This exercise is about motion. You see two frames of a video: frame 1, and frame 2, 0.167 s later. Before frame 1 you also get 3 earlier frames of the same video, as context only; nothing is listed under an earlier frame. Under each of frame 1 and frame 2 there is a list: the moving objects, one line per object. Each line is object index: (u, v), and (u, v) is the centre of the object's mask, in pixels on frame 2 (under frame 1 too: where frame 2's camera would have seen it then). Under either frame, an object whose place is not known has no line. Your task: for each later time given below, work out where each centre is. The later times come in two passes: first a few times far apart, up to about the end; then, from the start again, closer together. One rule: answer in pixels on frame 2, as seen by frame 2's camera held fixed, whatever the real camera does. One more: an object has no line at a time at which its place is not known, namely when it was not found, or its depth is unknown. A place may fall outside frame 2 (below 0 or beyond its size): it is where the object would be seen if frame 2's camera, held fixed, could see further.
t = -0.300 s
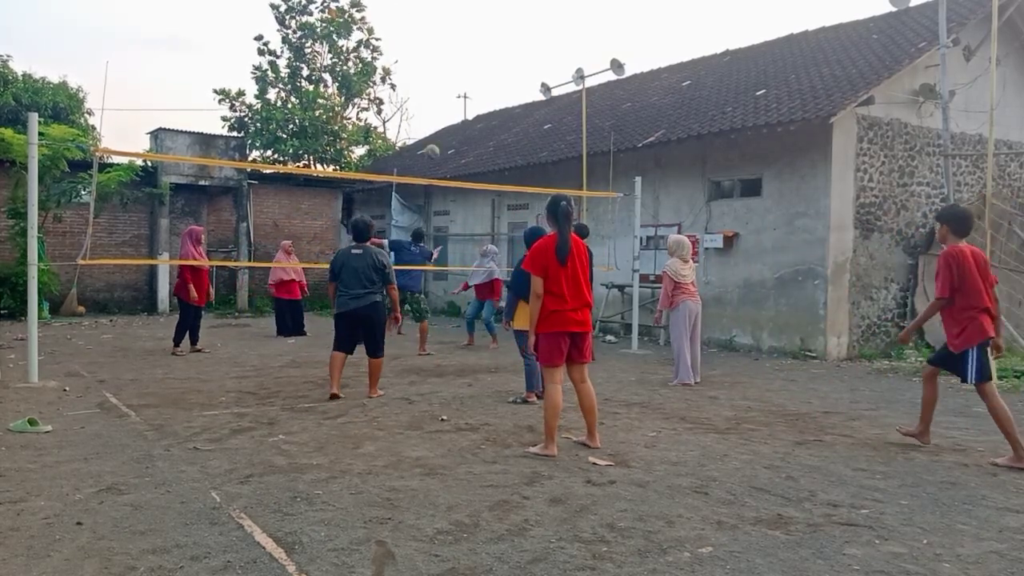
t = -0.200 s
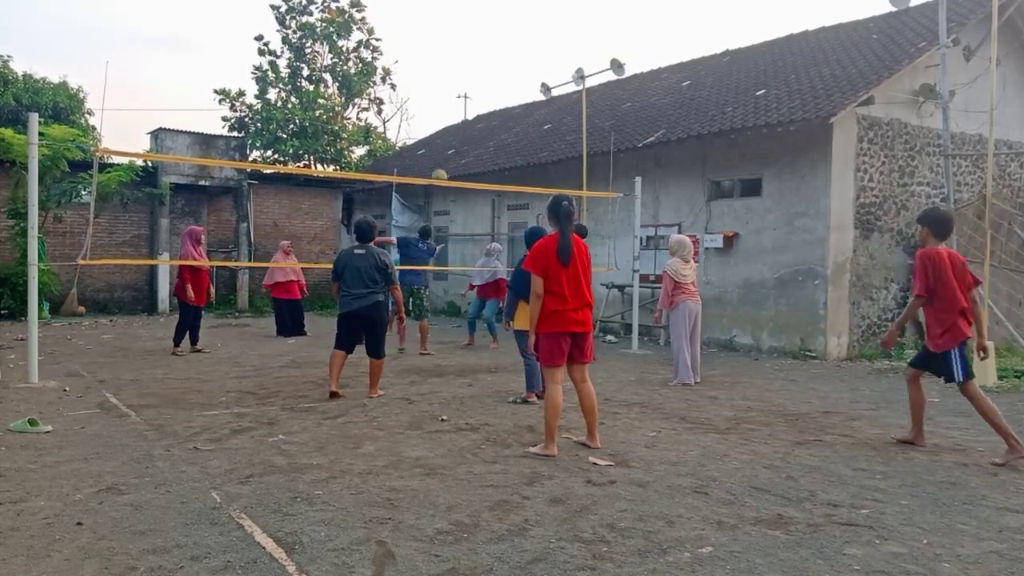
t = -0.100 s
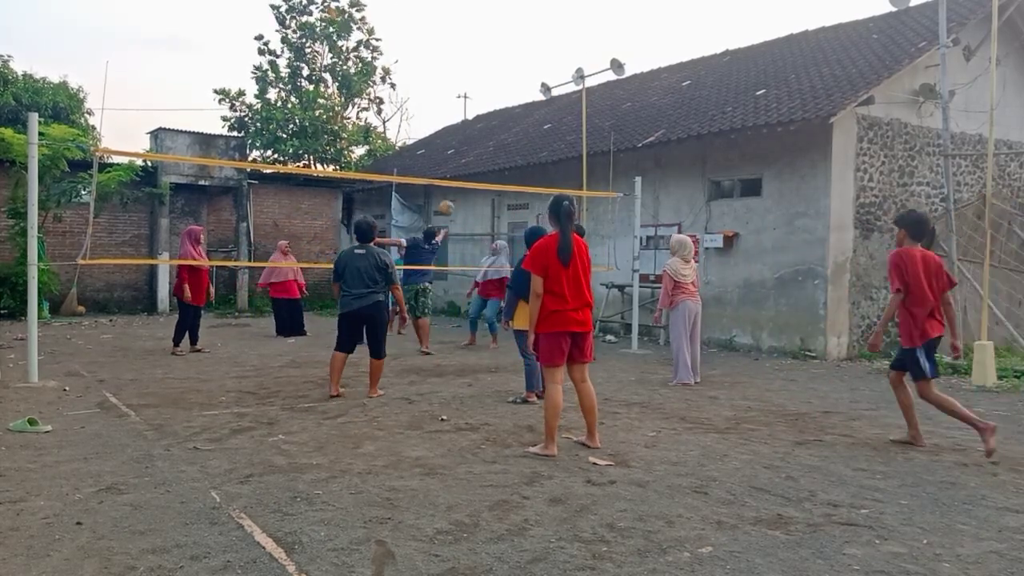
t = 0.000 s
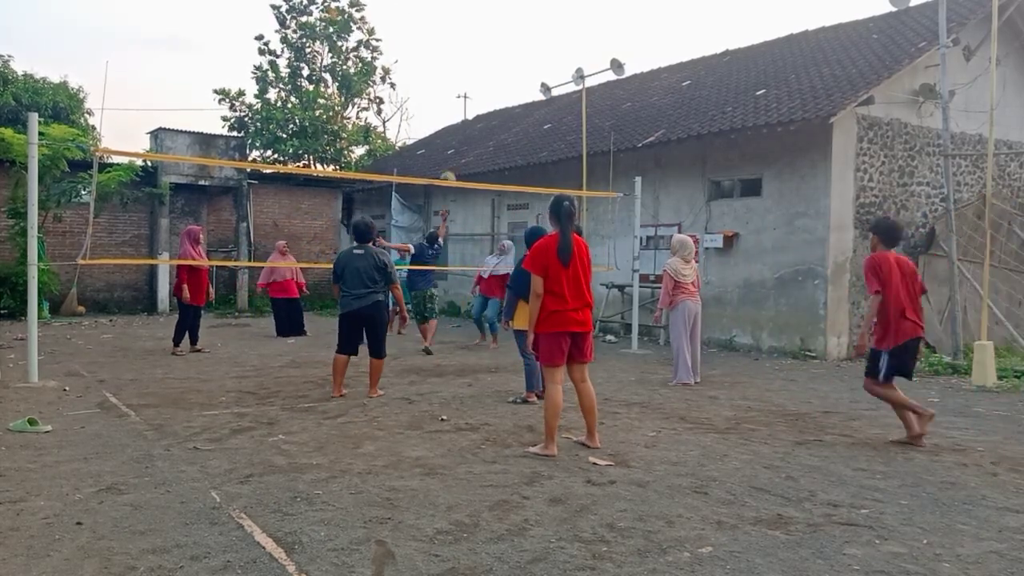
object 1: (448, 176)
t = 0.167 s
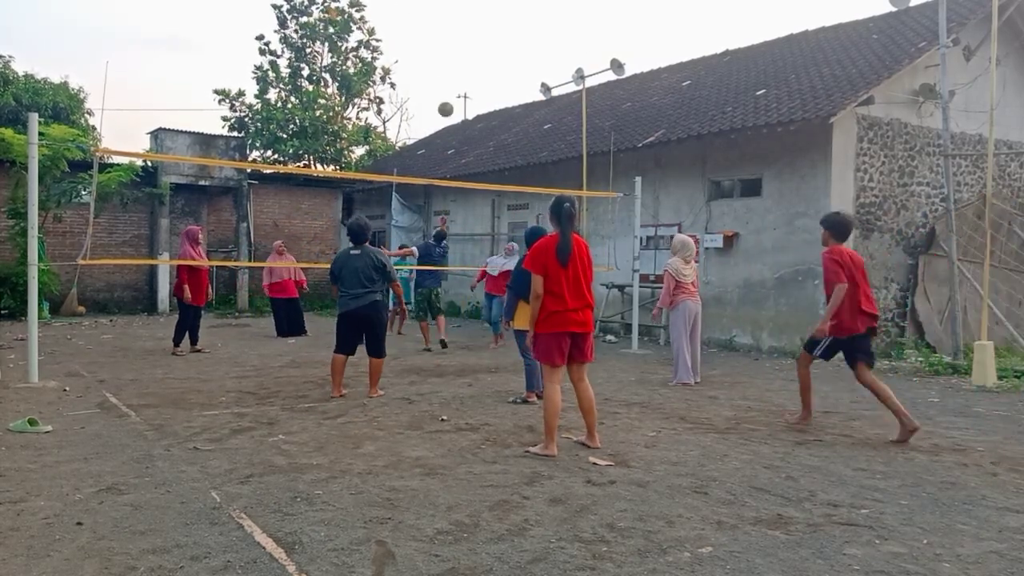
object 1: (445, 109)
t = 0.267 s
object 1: (444, 74)
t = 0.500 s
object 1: (439, 20)
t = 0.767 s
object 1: (433, 10)
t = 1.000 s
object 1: (426, 59)
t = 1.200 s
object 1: (420, 149)
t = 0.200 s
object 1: (445, 97)
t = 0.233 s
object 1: (444, 85)
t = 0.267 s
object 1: (444, 74)
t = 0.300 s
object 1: (443, 64)
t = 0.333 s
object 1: (442, 55)
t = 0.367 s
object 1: (442, 46)
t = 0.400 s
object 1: (441, 38)
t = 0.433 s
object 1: (441, 31)
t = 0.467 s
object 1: (440, 25)
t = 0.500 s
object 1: (439, 20)
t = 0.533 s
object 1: (439, 15)
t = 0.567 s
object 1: (438, 11)
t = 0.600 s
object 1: (437, 9)
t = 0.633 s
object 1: (436, 8)
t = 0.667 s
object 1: (436, 7)
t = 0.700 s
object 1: (435, 8)
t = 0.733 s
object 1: (434, 8)
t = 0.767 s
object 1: (433, 10)
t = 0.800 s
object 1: (432, 14)
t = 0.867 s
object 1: (430, 24)
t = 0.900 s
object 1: (429, 31)
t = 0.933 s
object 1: (428, 39)
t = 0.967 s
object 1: (427, 48)
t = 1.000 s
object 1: (426, 59)
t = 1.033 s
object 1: (425, 70)
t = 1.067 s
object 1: (424, 84)
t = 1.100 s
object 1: (423, 98)
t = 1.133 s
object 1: (422, 114)
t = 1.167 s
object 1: (421, 131)
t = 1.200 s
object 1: (420, 149)
